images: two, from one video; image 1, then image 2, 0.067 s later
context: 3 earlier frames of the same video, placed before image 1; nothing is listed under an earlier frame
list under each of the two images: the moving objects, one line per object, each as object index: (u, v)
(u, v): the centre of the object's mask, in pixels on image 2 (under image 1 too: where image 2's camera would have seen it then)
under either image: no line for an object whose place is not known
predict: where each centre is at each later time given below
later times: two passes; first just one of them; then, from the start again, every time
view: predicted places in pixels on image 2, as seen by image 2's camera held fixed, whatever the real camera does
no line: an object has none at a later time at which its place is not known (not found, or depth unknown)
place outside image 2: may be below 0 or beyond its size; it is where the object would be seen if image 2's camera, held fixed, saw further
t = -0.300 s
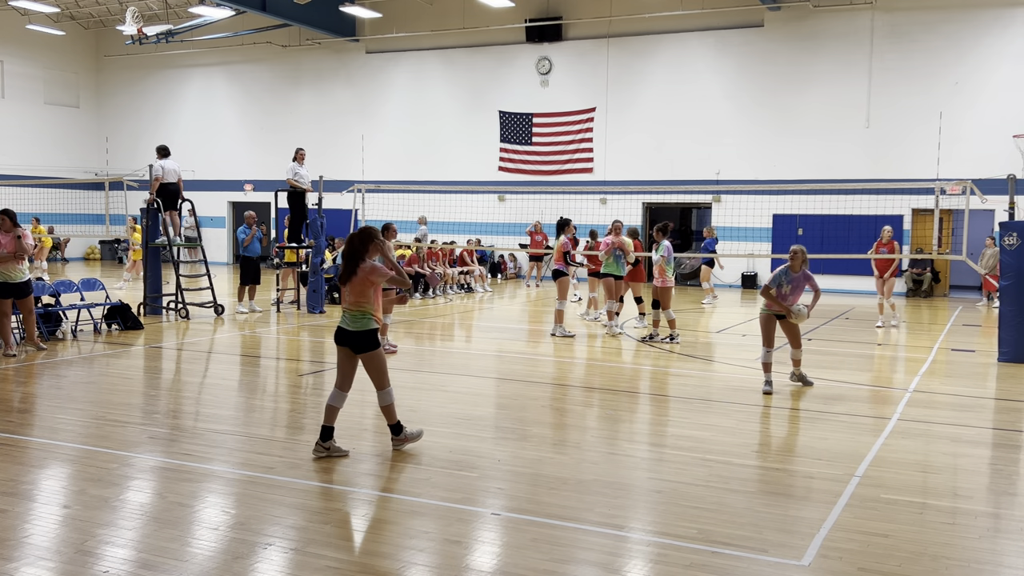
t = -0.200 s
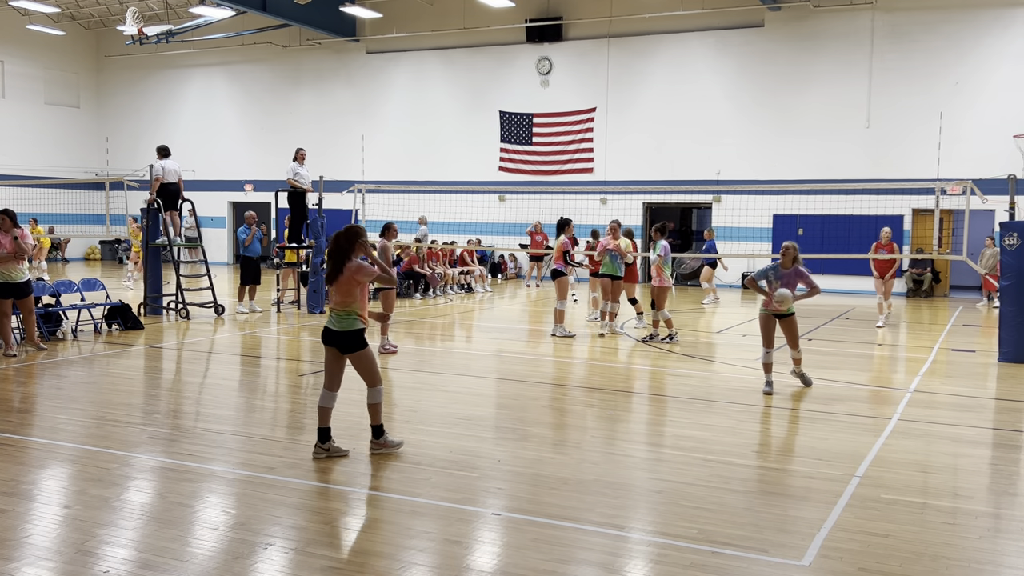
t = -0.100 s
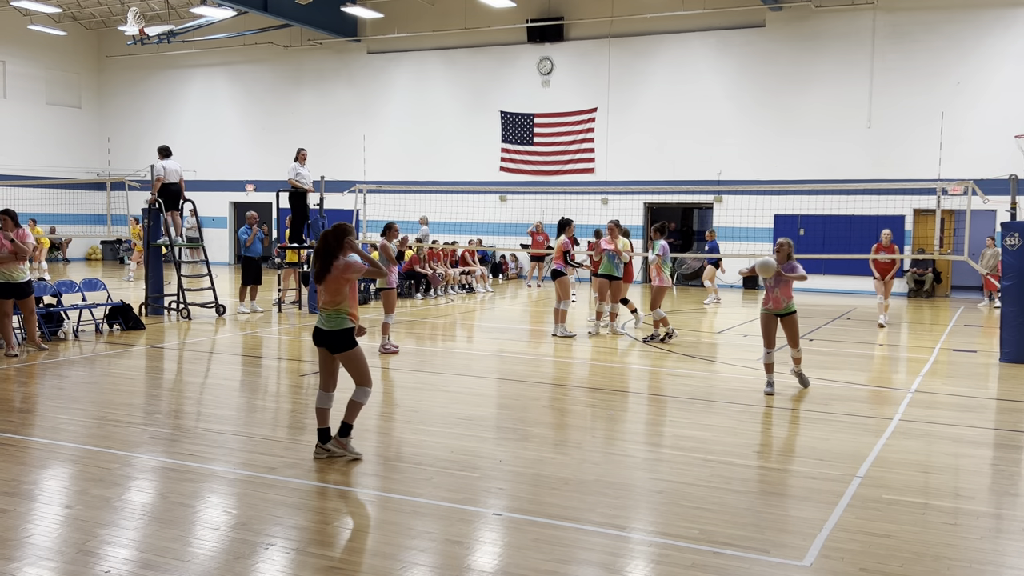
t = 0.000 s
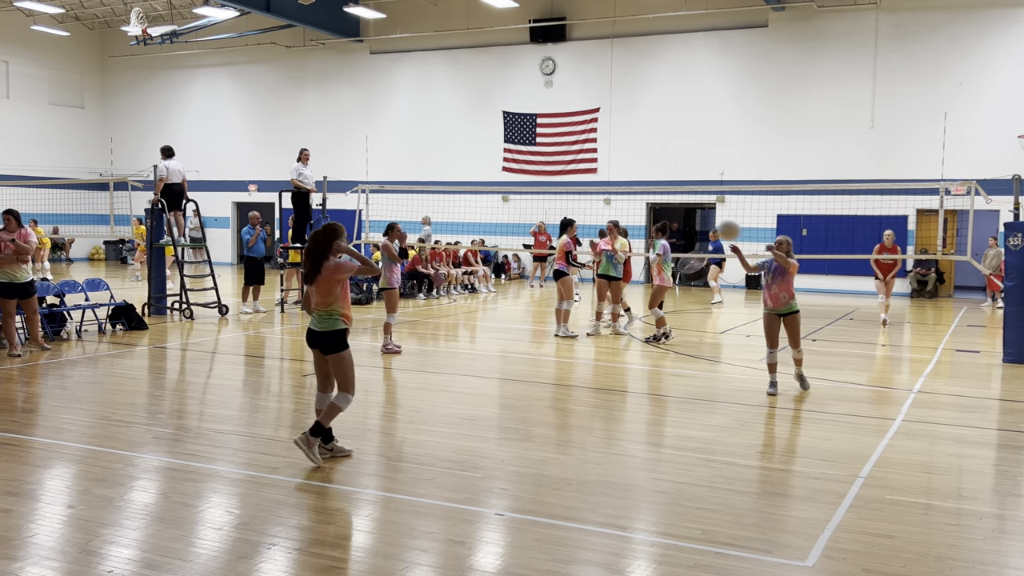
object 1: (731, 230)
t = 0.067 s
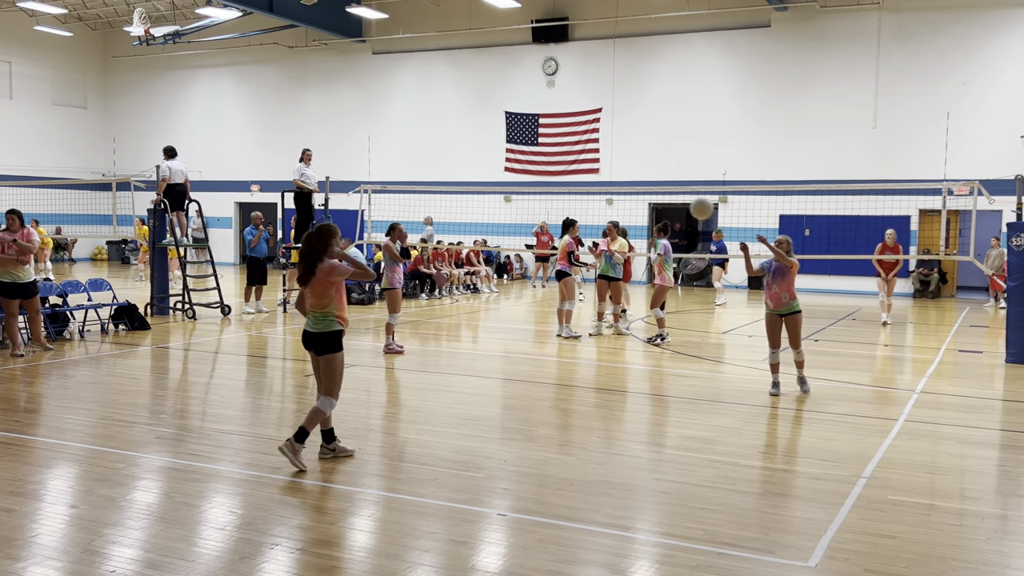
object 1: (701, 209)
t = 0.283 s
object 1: (595, 163)
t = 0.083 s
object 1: (694, 203)
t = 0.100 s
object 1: (686, 198)
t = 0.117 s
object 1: (678, 194)
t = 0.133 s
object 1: (670, 190)
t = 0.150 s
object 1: (662, 186)
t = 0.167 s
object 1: (655, 182)
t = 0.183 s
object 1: (647, 179)
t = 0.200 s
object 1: (638, 175)
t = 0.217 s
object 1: (630, 172)
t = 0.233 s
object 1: (621, 169)
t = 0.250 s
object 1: (613, 167)
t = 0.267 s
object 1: (604, 165)
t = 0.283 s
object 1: (595, 163)
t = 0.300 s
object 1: (586, 161)
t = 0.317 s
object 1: (577, 160)
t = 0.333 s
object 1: (568, 160)
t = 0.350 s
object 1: (560, 159)
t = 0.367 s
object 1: (550, 159)
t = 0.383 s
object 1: (540, 159)
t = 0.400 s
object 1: (531, 159)
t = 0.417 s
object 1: (521, 160)
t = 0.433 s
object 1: (510, 161)
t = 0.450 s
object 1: (499, 162)
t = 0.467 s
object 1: (490, 164)
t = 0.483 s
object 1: (478, 167)
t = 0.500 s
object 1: (467, 170)
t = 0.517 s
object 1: (456, 172)
